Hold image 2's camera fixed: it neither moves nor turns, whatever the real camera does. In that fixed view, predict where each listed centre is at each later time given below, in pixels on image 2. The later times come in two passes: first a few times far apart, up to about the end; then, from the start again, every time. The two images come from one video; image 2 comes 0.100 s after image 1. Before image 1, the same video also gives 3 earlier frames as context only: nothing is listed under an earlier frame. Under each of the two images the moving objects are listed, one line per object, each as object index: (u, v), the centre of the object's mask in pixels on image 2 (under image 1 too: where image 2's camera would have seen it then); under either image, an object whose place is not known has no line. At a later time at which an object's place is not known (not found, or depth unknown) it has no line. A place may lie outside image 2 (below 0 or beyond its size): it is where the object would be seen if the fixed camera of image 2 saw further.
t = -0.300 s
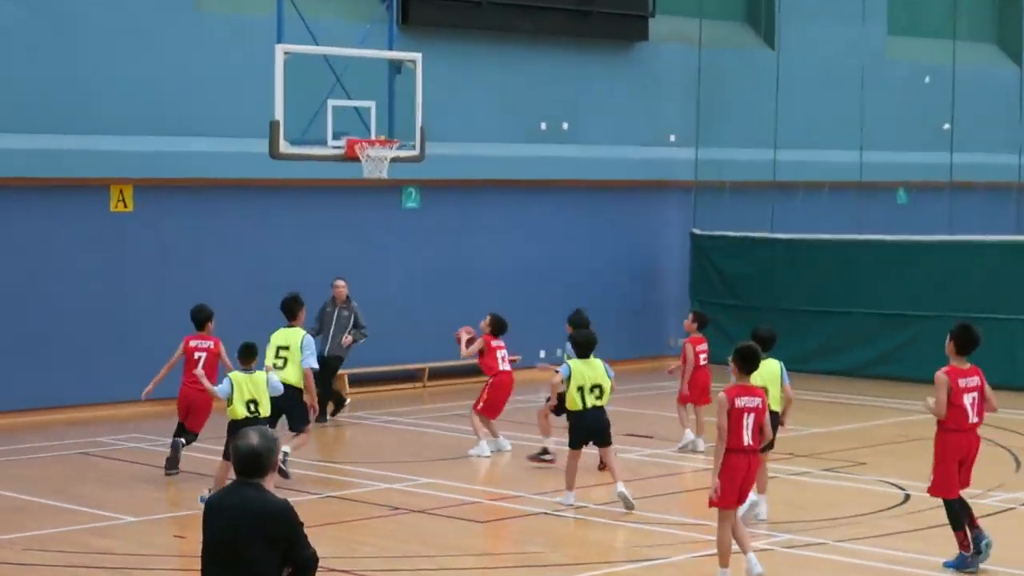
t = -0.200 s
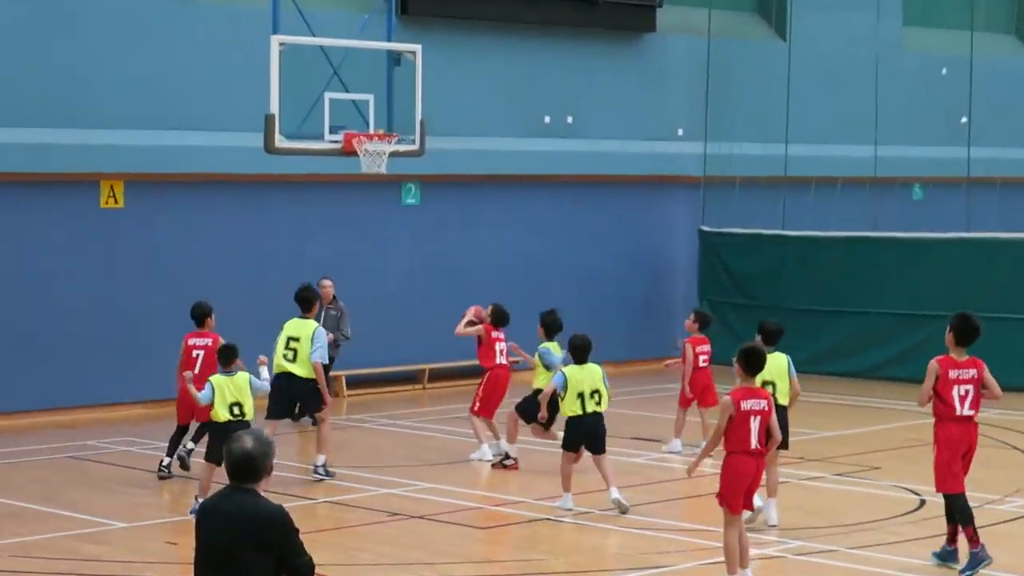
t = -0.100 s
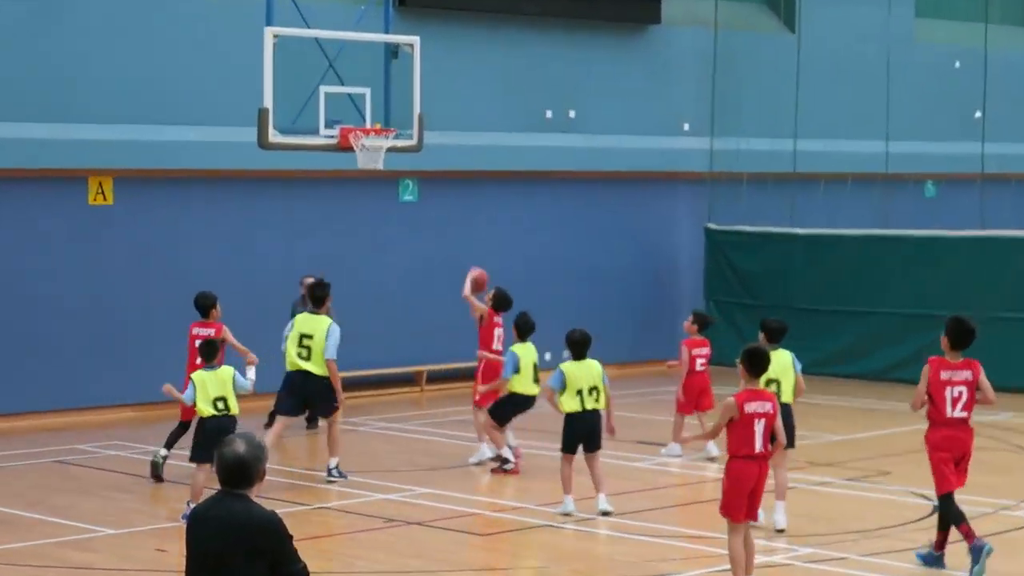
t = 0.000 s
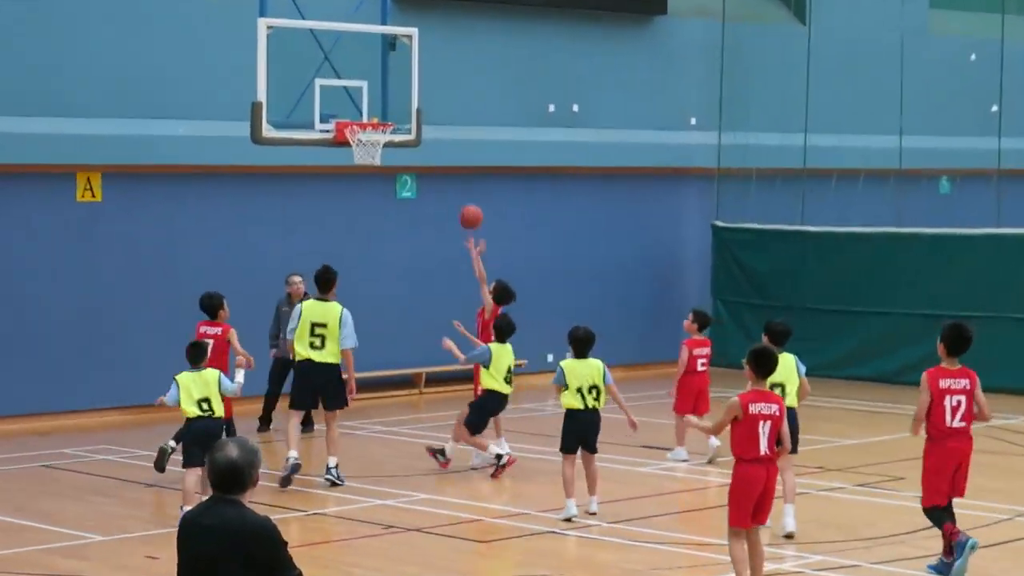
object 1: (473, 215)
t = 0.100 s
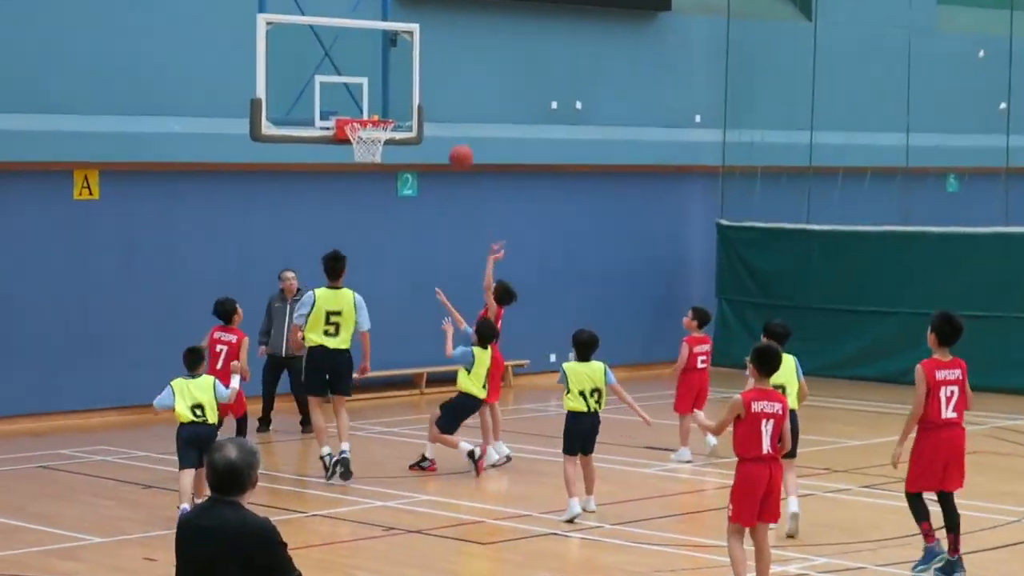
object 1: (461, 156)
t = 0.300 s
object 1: (438, 73)
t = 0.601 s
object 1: (406, 29)
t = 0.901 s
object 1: (374, 85)
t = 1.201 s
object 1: (356, 184)
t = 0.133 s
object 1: (457, 140)
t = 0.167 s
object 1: (453, 124)
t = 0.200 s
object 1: (449, 109)
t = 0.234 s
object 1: (446, 96)
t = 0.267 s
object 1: (442, 83)
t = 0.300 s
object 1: (438, 73)
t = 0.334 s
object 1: (435, 63)
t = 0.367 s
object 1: (431, 54)
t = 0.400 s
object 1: (428, 47)
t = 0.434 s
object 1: (424, 41)
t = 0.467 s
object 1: (420, 36)
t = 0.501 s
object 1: (417, 33)
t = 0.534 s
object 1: (413, 30)
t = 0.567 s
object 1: (409, 29)
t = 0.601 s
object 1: (406, 29)
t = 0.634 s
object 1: (403, 30)
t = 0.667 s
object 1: (399, 32)
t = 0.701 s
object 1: (396, 37)
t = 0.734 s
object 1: (392, 41)
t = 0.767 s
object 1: (388, 47)
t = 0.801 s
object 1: (385, 55)
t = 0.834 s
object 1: (382, 64)
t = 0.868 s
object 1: (378, 74)
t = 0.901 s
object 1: (374, 85)
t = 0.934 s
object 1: (370, 97)
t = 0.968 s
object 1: (367, 109)
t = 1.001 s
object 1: (366, 125)
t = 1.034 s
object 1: (359, 138)
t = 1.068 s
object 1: (353, 152)
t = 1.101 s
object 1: (357, 160)
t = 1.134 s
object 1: (357, 165)
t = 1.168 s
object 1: (356, 174)
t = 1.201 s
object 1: (356, 184)
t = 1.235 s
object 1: (356, 195)
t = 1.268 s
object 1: (355, 208)
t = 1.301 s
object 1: (355, 222)
